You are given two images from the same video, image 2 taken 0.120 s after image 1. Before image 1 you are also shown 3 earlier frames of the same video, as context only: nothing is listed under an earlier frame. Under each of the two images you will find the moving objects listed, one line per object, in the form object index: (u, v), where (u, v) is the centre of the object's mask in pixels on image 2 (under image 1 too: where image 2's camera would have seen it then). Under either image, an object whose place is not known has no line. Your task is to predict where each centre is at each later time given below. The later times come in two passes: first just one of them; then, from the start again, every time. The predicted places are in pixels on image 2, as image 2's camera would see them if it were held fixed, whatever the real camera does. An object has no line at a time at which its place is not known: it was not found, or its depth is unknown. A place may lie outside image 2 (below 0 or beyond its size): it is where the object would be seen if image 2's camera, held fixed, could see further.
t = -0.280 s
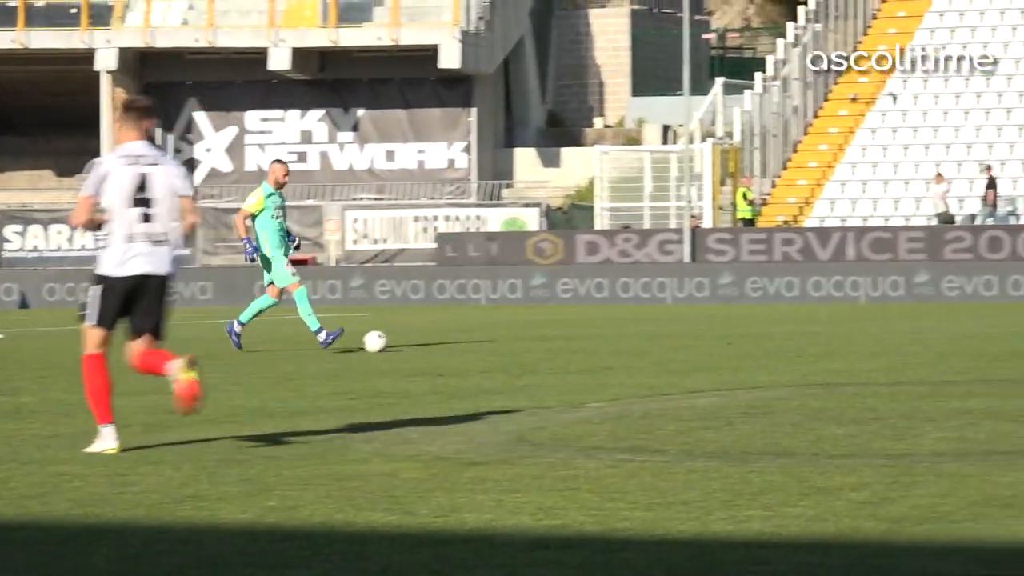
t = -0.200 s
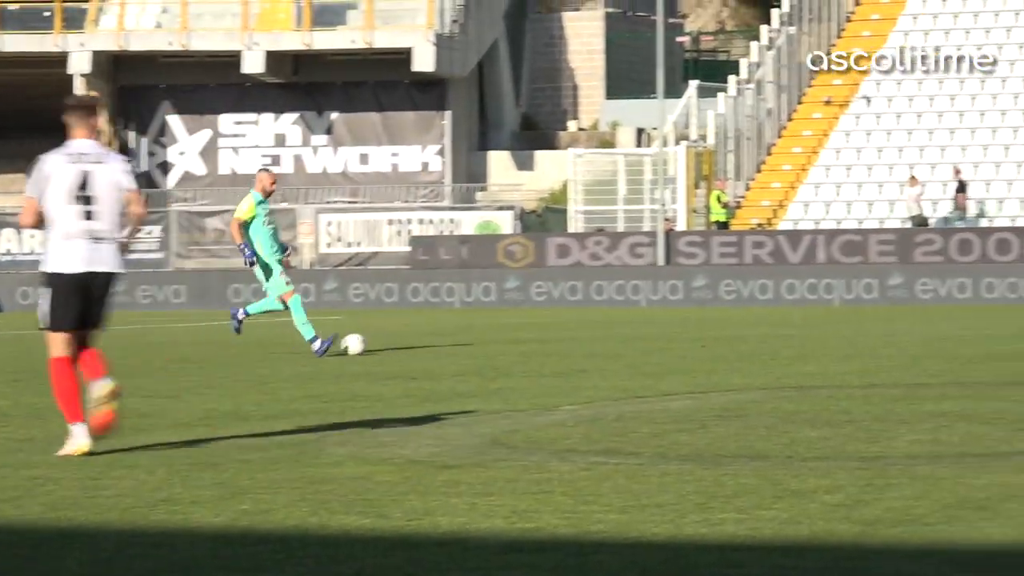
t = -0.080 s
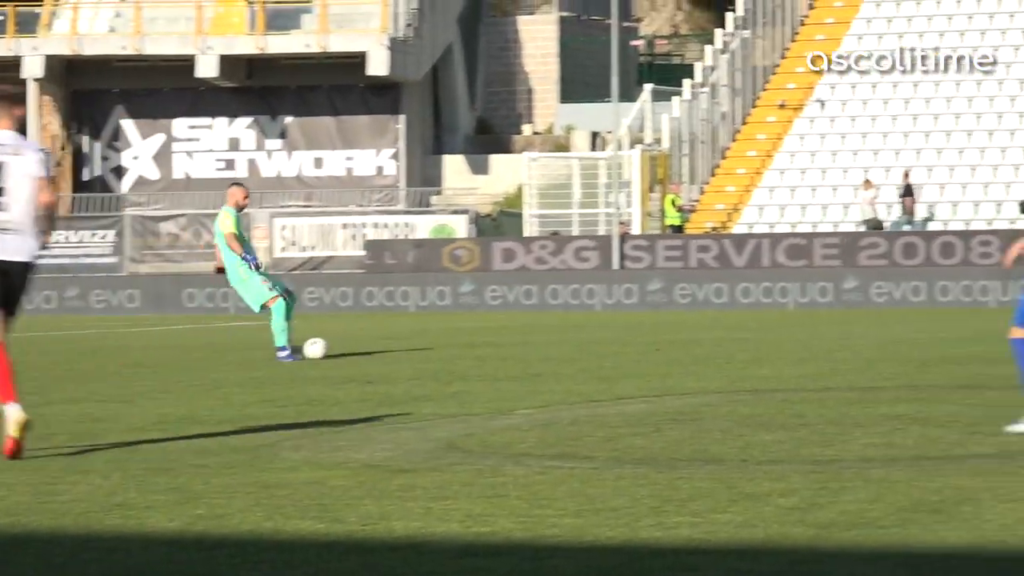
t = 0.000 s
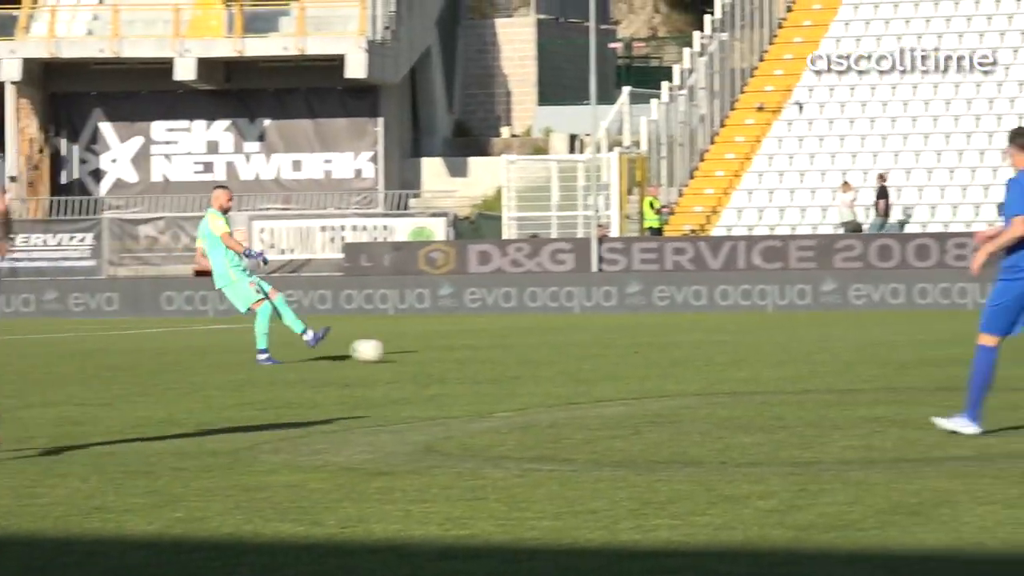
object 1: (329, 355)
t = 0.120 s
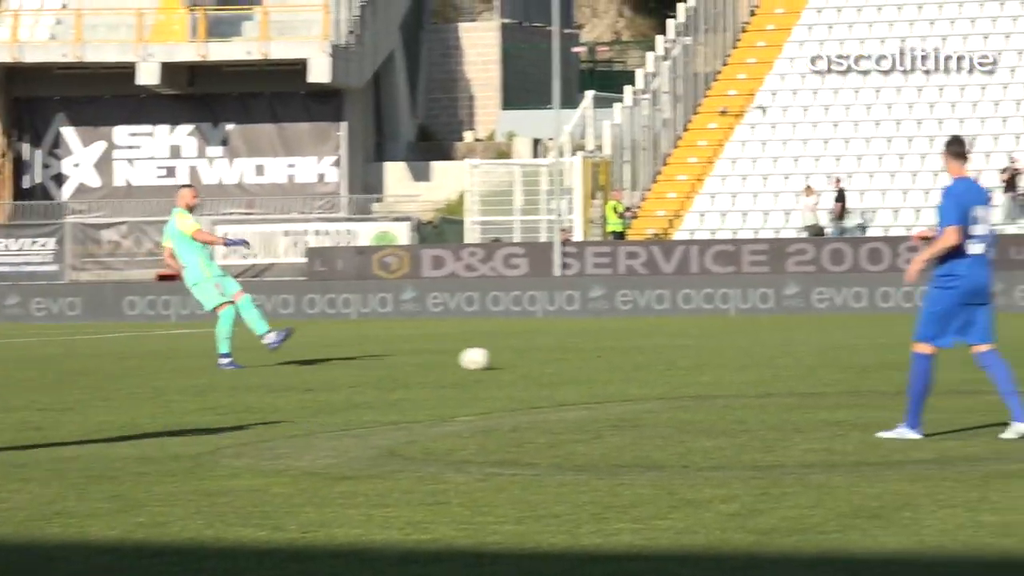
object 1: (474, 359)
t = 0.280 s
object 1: (645, 359)
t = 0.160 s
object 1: (517, 356)
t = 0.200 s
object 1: (560, 356)
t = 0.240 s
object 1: (602, 357)
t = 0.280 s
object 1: (645, 359)
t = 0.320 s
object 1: (684, 356)
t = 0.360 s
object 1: (719, 352)
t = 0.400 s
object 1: (754, 350)
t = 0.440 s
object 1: (791, 352)
